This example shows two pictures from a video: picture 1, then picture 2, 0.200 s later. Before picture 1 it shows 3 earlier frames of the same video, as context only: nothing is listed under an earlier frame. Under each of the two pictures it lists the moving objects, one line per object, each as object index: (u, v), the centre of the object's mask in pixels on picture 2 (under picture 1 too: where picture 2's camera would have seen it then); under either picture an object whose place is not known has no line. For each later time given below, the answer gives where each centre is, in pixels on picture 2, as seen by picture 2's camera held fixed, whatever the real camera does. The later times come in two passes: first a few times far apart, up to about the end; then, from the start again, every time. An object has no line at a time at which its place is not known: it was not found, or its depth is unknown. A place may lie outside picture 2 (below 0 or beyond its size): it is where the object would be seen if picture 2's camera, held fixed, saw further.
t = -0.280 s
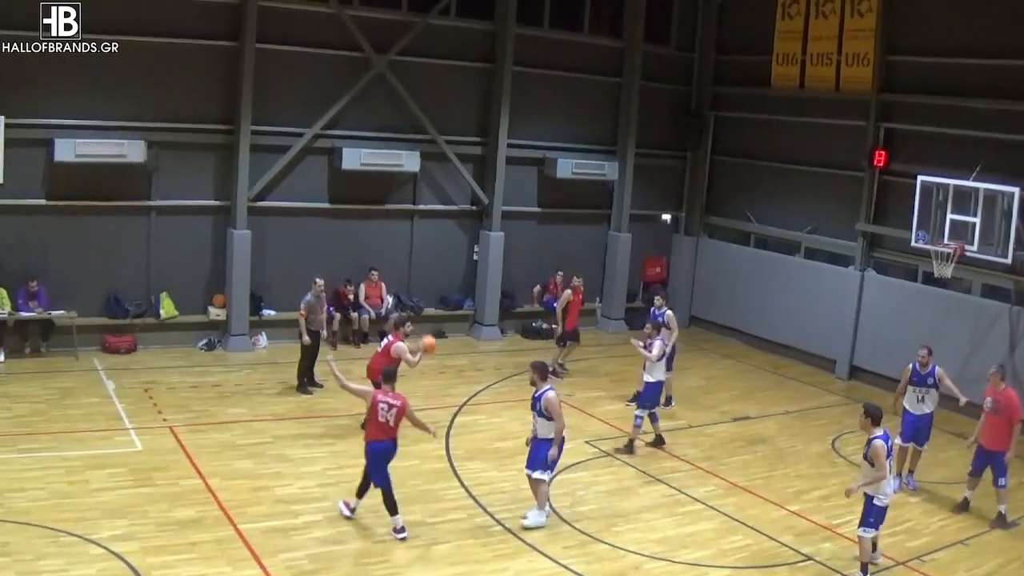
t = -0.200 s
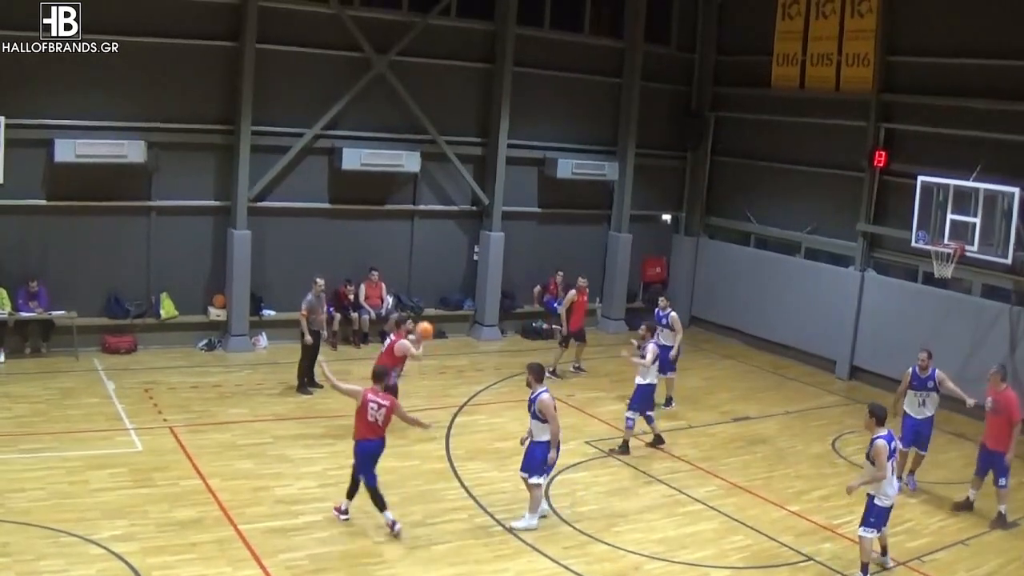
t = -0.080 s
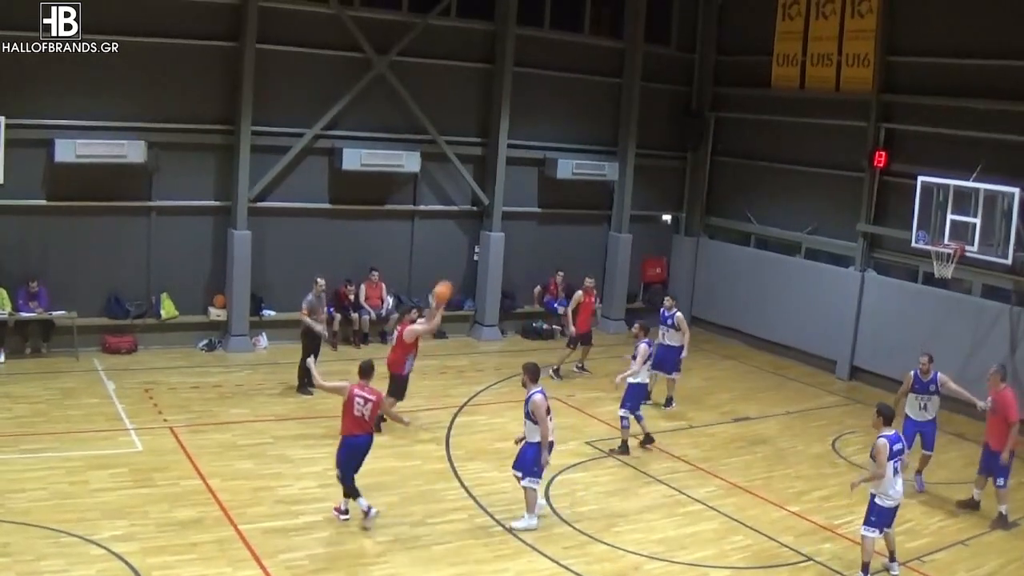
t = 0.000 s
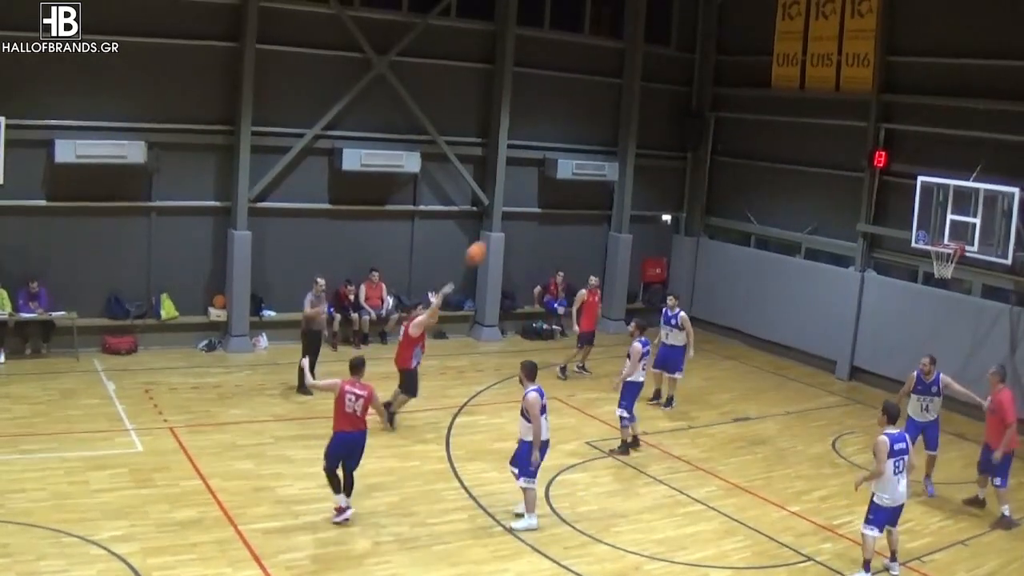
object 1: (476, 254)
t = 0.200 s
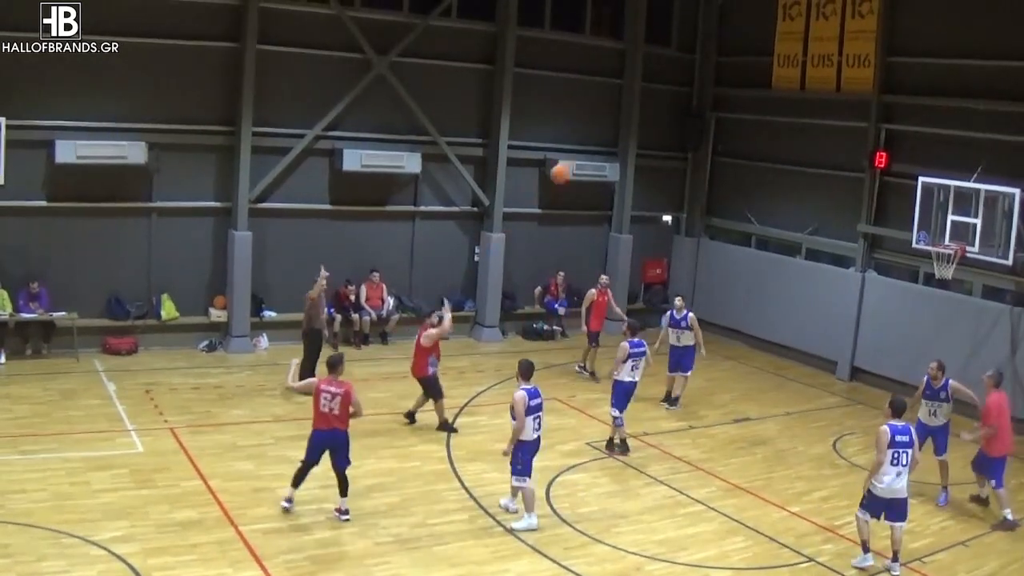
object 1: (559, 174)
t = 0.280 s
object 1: (595, 146)
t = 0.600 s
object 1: (720, 95)
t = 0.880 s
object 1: (819, 110)
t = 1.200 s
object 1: (918, 194)
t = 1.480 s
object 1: (942, 287)
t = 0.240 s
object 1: (579, 157)
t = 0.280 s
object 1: (595, 146)
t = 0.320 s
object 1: (611, 137)
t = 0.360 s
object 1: (627, 128)
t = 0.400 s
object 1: (643, 119)
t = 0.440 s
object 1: (659, 112)
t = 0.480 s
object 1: (674, 106)
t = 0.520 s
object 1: (690, 101)
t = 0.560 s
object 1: (705, 98)
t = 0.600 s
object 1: (720, 95)
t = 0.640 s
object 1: (735, 94)
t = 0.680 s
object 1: (750, 94)
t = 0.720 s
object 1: (765, 95)
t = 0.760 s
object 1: (778, 97)
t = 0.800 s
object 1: (792, 100)
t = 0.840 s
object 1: (806, 105)
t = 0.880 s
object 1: (819, 110)
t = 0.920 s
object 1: (833, 117)
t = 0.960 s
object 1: (845, 125)
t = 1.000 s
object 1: (859, 134)
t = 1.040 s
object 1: (871, 143)
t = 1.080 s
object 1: (883, 155)
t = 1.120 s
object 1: (895, 166)
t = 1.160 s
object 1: (906, 180)
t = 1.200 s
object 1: (918, 194)
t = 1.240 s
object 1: (929, 208)
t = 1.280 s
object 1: (939, 224)
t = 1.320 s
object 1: (952, 241)
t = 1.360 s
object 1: (953, 257)
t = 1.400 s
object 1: (950, 267)
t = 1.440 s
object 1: (947, 277)
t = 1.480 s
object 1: (942, 287)
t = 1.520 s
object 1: (938, 299)
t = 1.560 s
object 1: (934, 311)
